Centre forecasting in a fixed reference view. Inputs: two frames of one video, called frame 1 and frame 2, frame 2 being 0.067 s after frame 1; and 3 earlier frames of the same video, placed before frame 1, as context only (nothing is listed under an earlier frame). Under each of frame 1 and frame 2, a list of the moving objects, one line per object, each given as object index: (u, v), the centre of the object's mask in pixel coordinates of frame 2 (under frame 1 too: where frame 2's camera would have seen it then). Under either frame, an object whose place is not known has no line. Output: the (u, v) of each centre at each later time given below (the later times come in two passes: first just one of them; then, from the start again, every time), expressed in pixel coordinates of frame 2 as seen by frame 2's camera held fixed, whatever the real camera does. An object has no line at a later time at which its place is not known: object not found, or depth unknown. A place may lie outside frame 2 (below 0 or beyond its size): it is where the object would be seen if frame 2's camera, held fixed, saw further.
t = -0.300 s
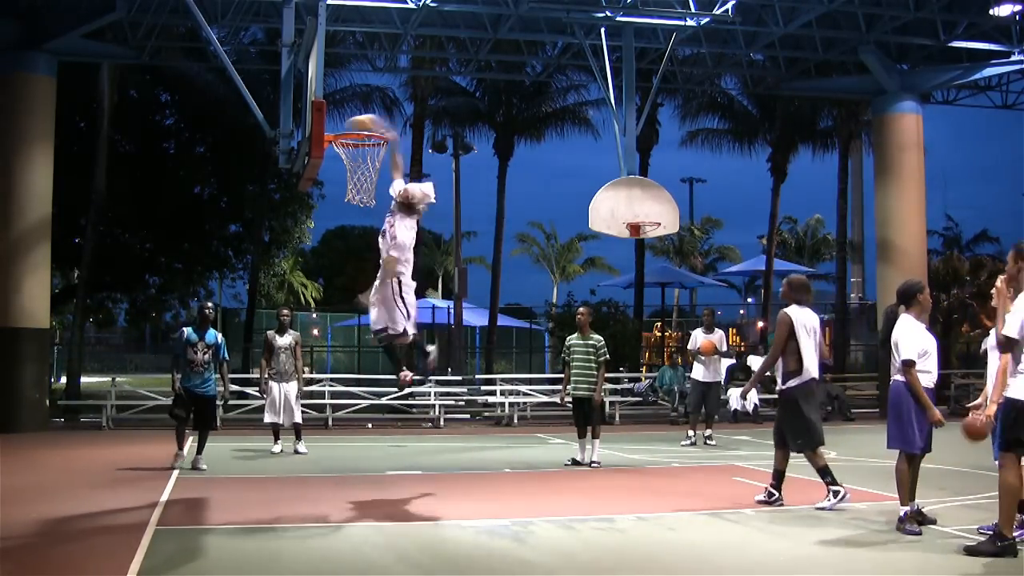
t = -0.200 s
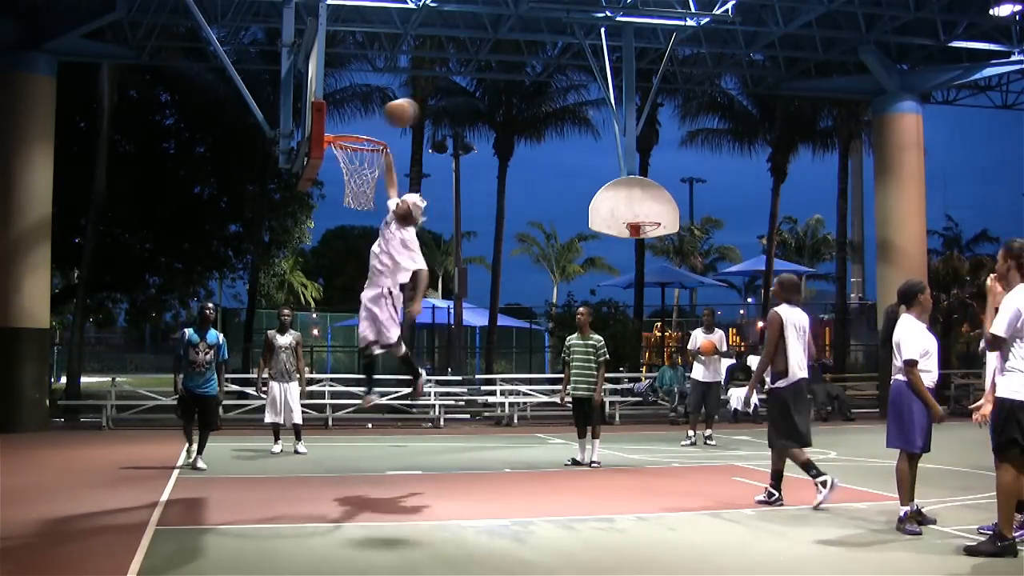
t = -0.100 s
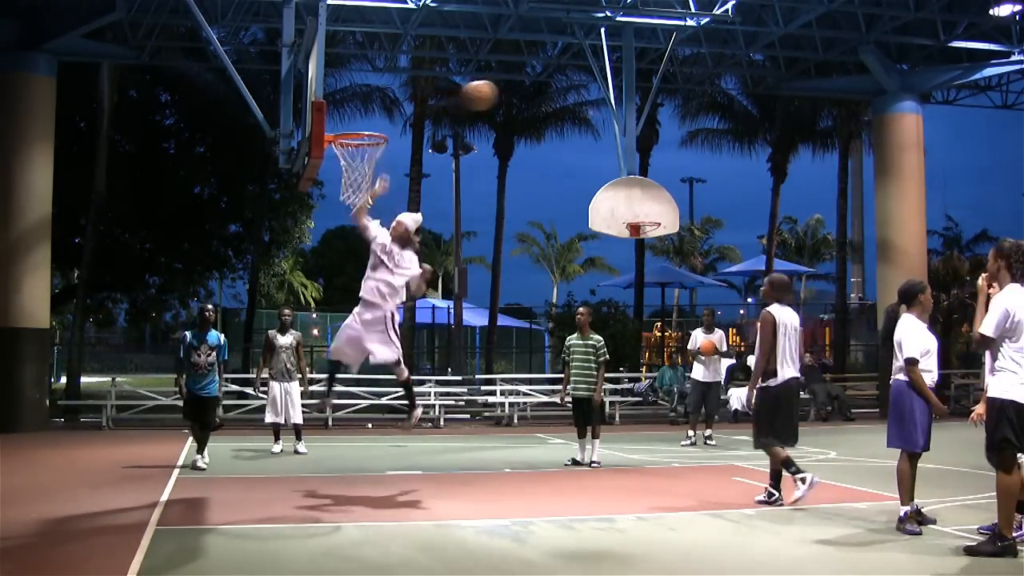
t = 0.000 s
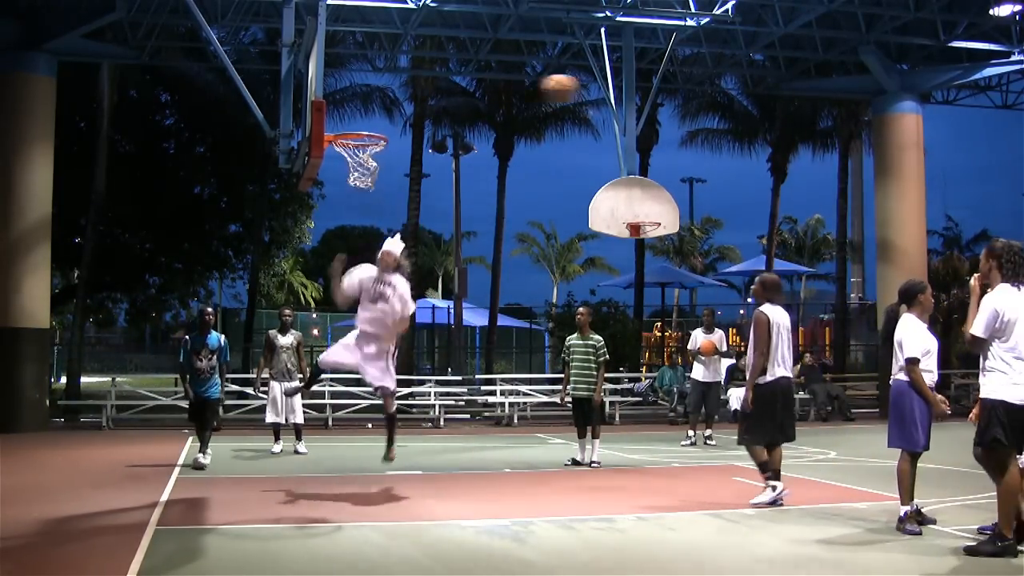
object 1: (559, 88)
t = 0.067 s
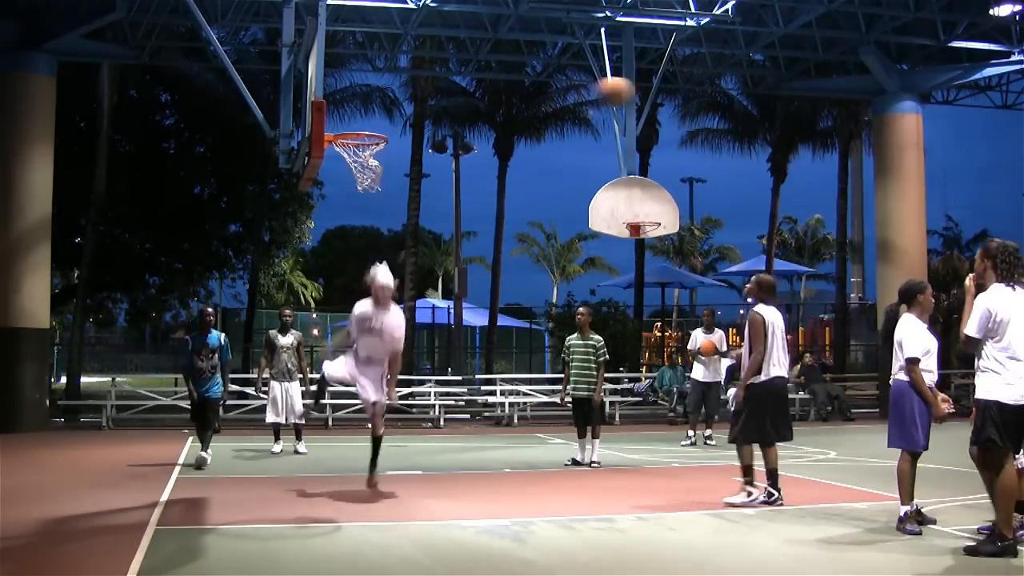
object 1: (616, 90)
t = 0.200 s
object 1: (730, 114)
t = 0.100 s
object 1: (644, 94)
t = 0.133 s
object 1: (672, 99)
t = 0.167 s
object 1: (699, 105)
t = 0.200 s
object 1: (730, 114)
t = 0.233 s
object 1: (758, 124)
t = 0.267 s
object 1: (787, 135)
